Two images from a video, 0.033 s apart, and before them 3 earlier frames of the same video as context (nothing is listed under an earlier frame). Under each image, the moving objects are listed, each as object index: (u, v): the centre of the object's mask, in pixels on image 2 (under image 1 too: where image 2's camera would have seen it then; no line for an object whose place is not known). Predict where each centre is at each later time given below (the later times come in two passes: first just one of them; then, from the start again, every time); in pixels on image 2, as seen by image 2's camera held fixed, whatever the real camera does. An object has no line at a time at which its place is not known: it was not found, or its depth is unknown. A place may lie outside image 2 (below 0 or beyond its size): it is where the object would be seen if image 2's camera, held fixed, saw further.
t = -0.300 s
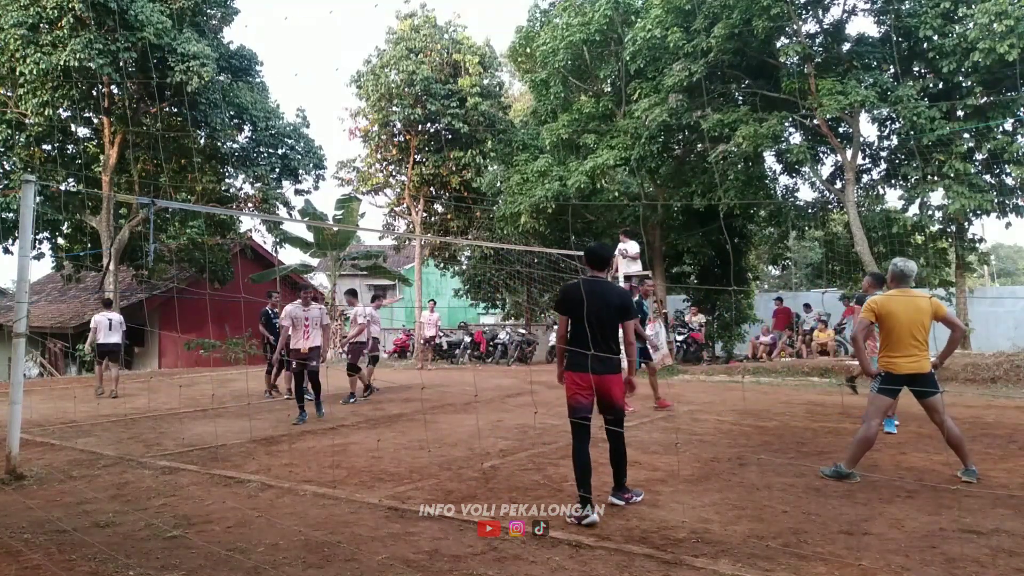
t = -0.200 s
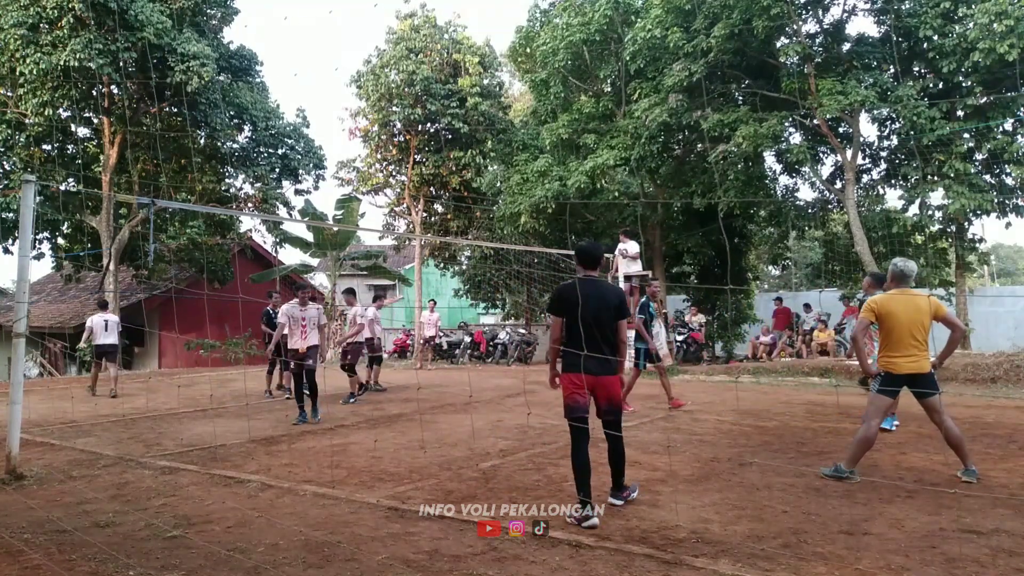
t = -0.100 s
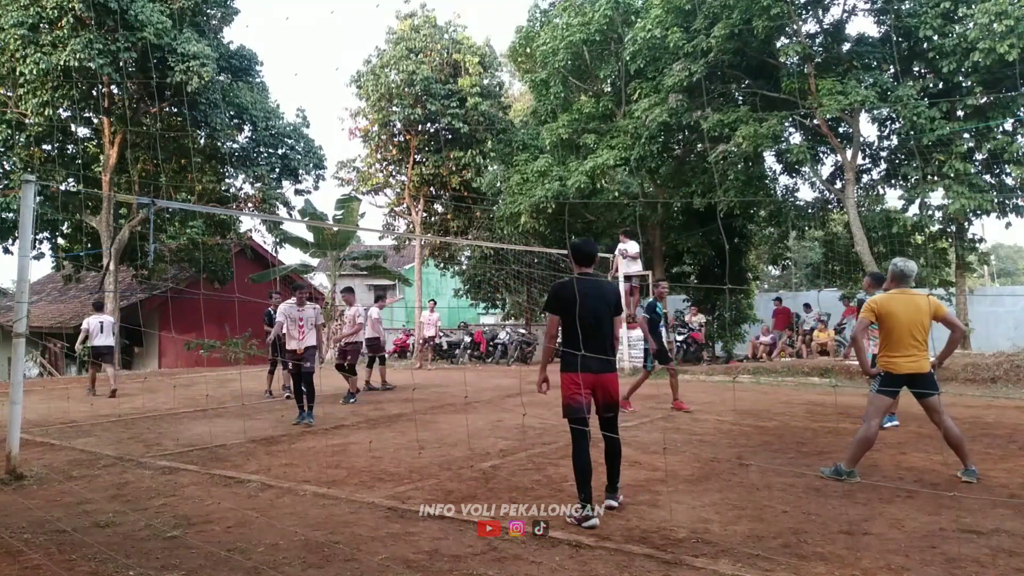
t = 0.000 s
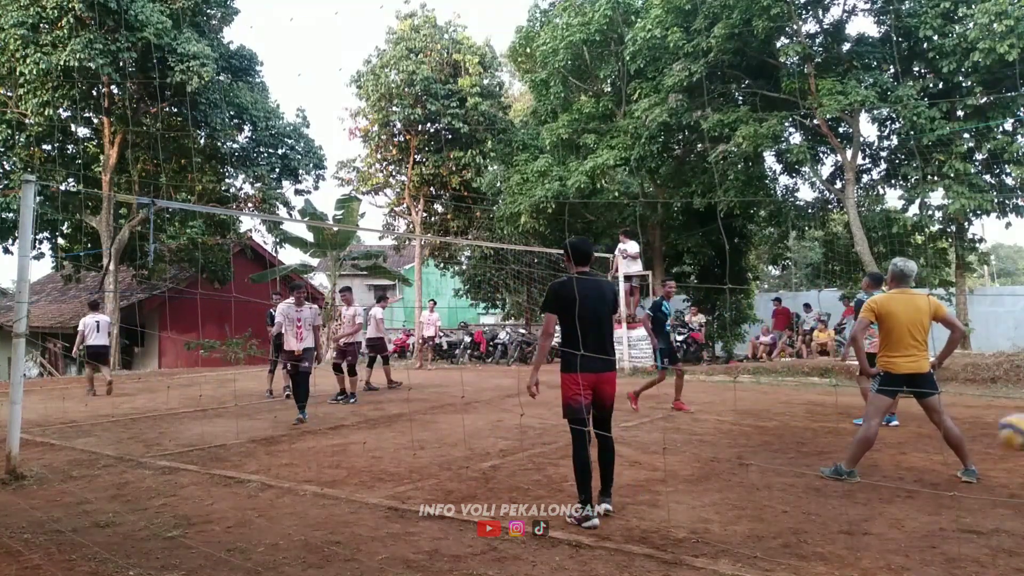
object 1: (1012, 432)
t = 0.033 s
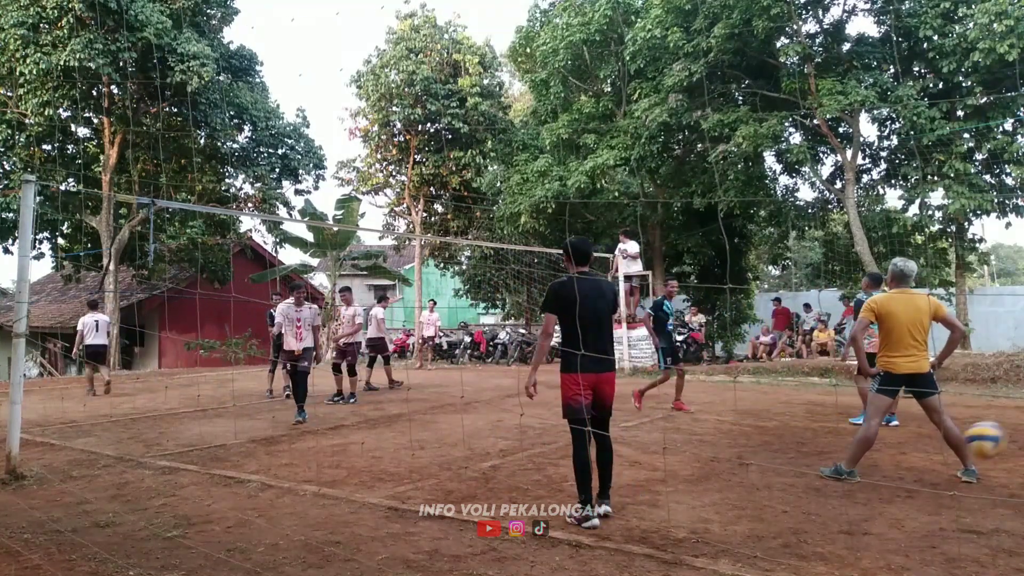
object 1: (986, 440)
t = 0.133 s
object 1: (896, 472)
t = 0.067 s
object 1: (954, 450)
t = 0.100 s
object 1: (925, 460)
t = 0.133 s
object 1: (896, 472)
